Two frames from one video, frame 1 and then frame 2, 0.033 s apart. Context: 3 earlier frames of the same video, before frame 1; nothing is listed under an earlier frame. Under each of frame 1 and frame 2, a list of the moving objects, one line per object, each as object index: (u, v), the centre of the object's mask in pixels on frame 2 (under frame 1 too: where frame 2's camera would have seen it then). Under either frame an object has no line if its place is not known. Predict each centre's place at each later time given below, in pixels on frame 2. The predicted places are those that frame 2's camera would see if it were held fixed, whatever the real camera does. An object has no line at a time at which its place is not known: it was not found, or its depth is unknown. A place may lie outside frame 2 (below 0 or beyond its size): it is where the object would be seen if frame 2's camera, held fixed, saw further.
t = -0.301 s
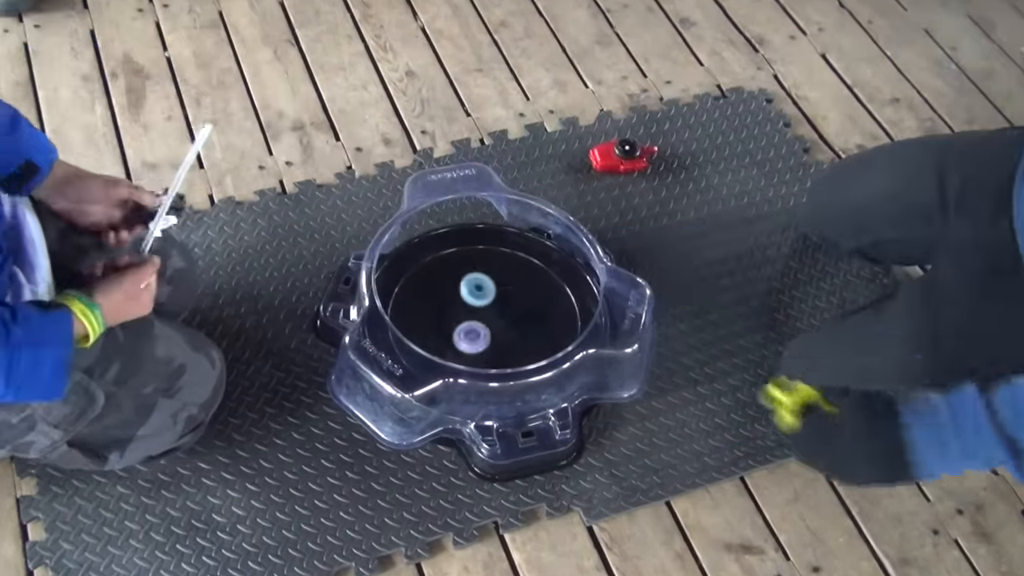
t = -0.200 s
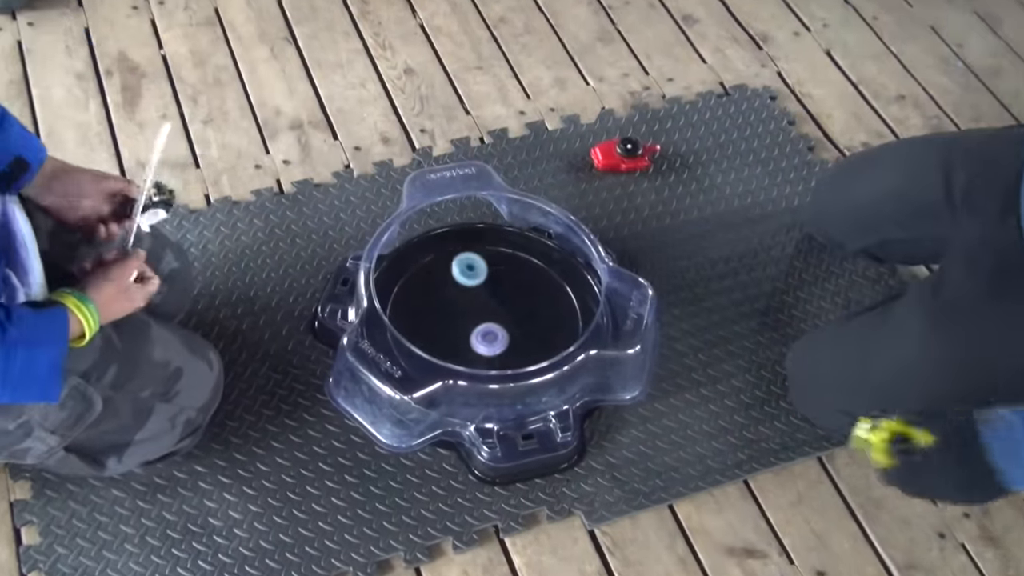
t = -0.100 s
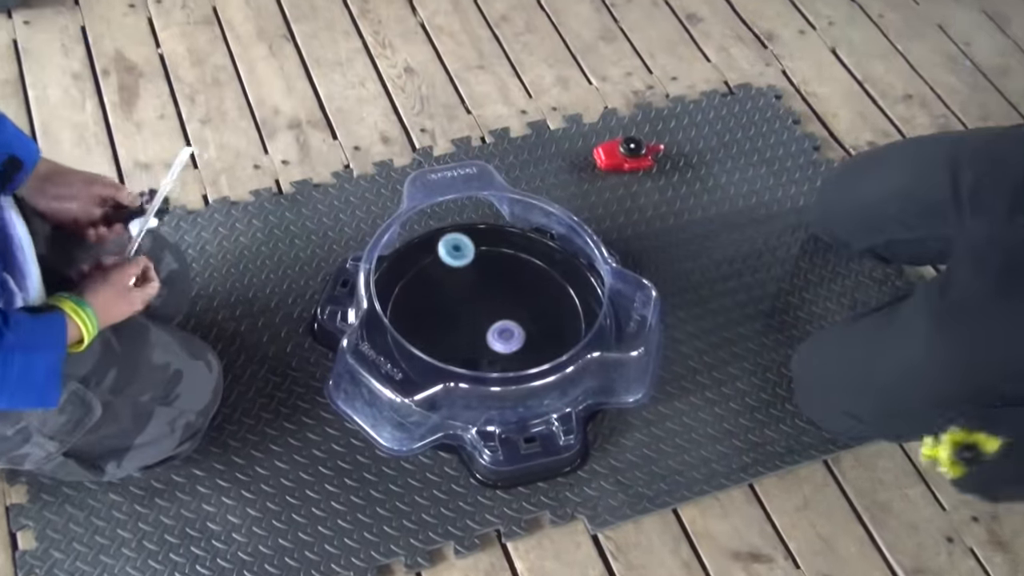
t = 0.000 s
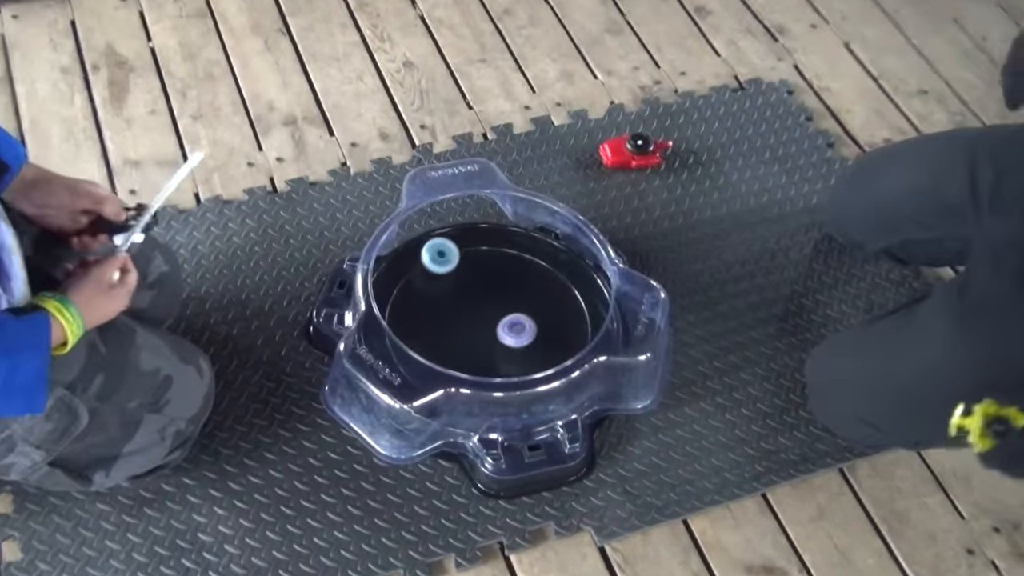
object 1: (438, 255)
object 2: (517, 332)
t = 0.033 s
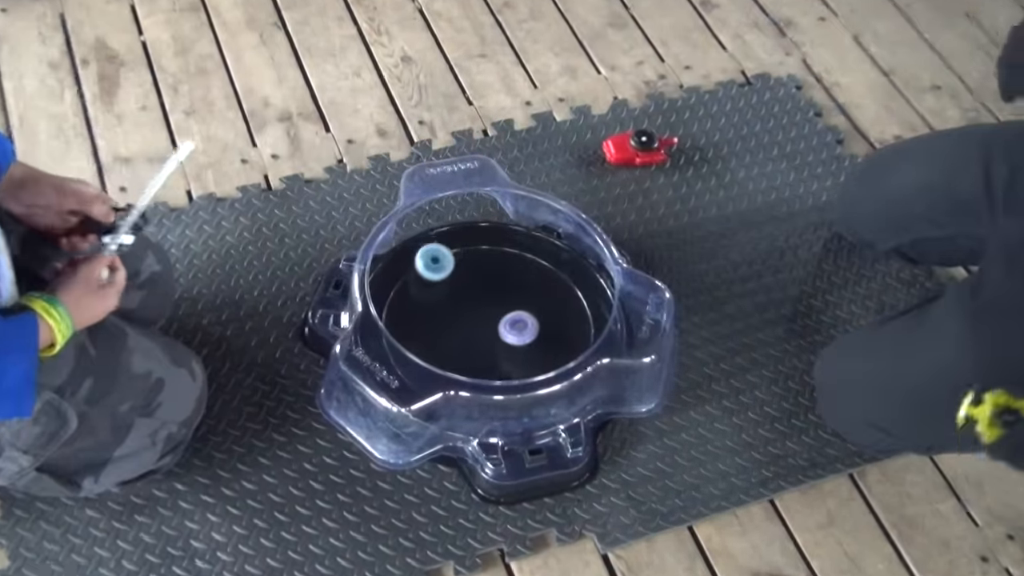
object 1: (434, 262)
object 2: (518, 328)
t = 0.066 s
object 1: (431, 272)
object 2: (520, 325)
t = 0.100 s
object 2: (521, 321)
